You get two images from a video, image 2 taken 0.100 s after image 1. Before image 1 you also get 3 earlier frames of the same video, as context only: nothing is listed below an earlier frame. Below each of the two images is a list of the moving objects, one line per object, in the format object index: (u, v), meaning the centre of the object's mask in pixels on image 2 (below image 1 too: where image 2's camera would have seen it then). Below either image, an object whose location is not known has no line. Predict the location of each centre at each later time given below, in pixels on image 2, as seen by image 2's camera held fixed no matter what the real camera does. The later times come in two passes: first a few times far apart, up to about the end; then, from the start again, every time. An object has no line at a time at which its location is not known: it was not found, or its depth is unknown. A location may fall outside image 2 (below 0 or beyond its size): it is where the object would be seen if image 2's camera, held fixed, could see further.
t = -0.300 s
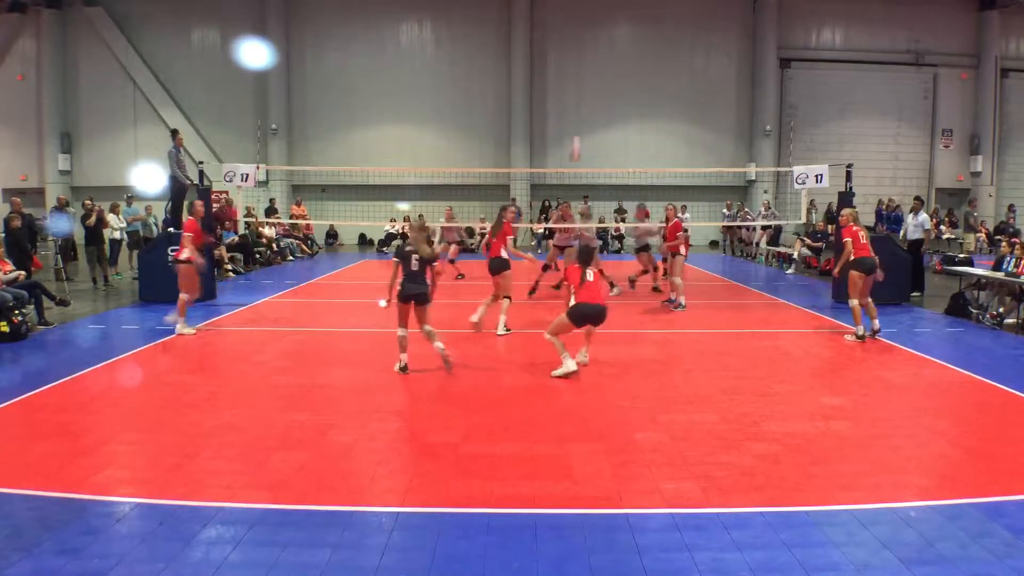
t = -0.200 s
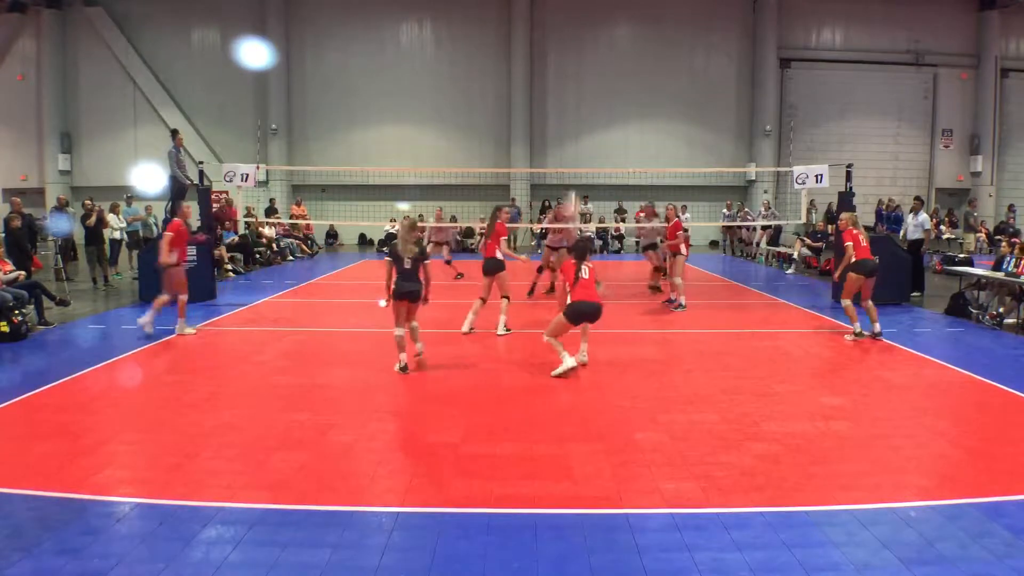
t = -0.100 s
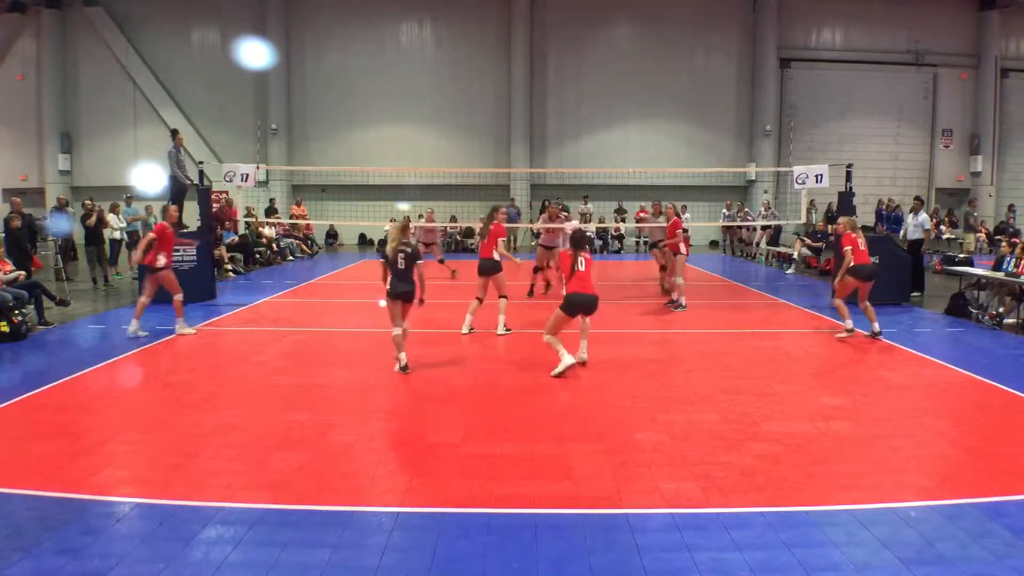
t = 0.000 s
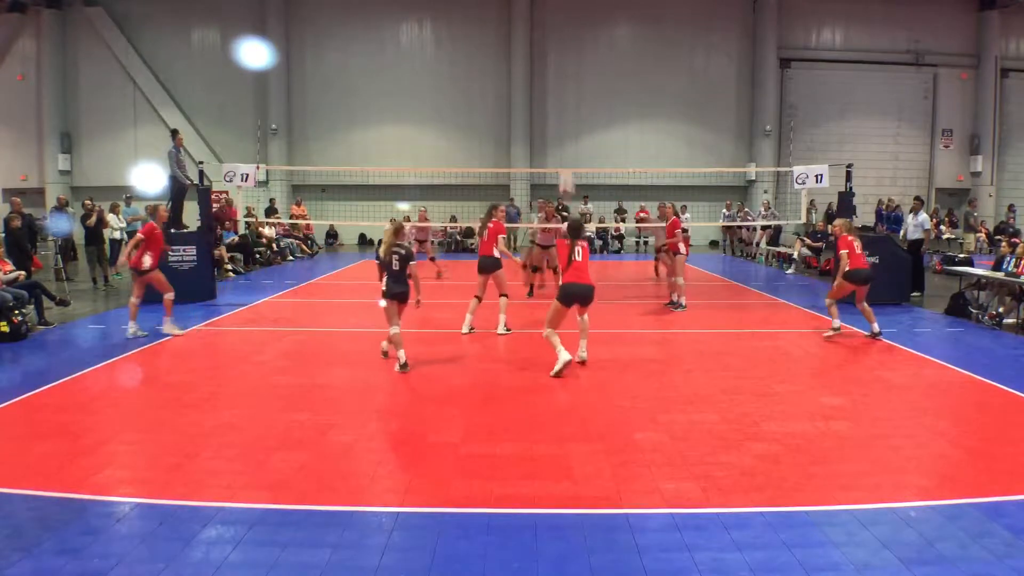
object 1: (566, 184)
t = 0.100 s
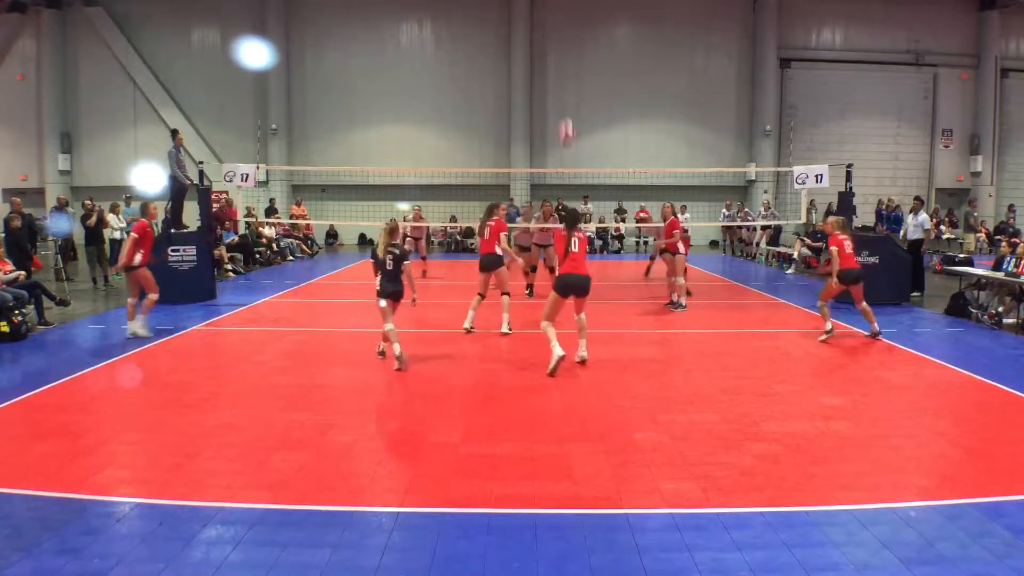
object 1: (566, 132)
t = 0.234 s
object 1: (568, 78)
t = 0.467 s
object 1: (570, 27)
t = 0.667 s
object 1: (572, 21)
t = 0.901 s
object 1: (575, 50)
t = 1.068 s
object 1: (576, 89)
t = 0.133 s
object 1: (567, 117)
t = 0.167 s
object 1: (567, 103)
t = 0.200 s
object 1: (568, 90)
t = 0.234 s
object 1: (568, 78)
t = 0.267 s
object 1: (568, 68)
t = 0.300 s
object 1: (568, 58)
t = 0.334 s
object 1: (568, 51)
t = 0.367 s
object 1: (569, 45)
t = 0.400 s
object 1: (569, 37)
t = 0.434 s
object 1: (570, 32)
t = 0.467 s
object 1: (570, 27)
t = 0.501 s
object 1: (571, 24)
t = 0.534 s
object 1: (571, 22)
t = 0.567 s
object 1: (572, 21)
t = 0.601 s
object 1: (572, 20)
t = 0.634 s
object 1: (572, 20)
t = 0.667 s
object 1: (572, 21)
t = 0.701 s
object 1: (573, 23)
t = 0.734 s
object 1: (573, 25)
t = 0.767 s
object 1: (573, 28)
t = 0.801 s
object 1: (573, 32)
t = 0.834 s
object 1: (574, 38)
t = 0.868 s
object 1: (574, 43)
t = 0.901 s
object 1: (575, 50)
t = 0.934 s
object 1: (576, 57)
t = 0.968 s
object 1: (574, 65)
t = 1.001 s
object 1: (576, 72)
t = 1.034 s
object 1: (577, 81)
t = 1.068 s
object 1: (576, 89)
